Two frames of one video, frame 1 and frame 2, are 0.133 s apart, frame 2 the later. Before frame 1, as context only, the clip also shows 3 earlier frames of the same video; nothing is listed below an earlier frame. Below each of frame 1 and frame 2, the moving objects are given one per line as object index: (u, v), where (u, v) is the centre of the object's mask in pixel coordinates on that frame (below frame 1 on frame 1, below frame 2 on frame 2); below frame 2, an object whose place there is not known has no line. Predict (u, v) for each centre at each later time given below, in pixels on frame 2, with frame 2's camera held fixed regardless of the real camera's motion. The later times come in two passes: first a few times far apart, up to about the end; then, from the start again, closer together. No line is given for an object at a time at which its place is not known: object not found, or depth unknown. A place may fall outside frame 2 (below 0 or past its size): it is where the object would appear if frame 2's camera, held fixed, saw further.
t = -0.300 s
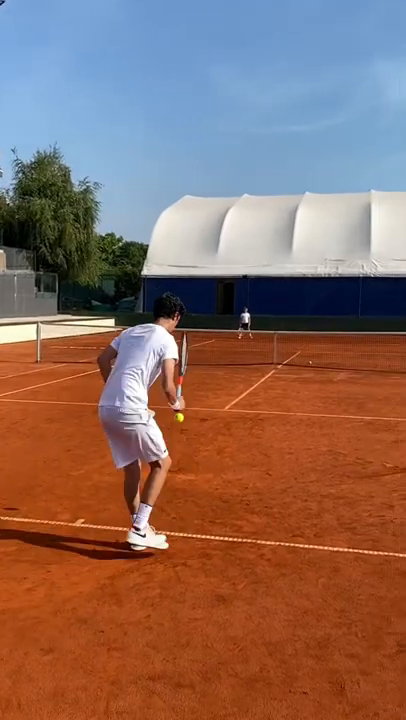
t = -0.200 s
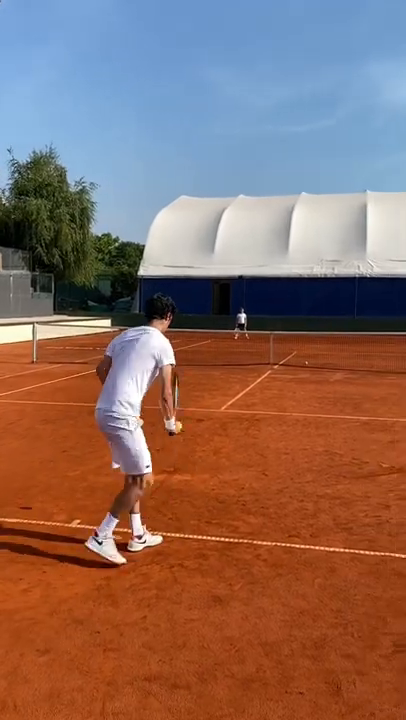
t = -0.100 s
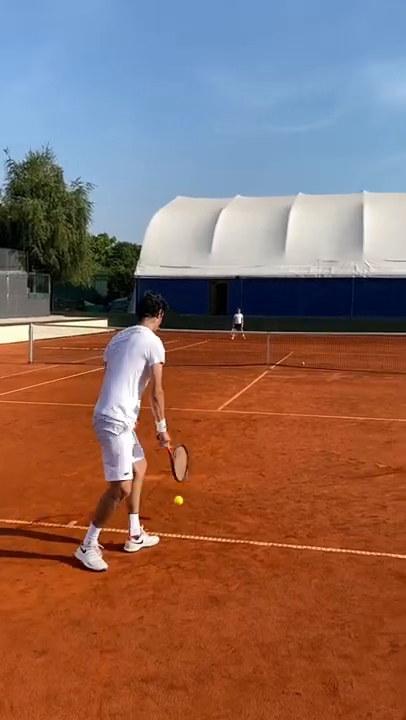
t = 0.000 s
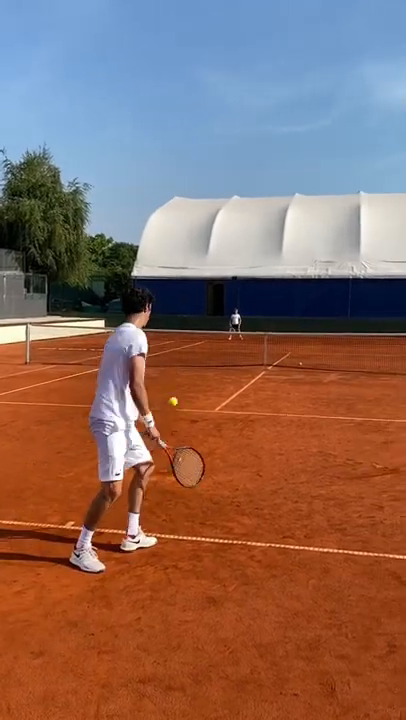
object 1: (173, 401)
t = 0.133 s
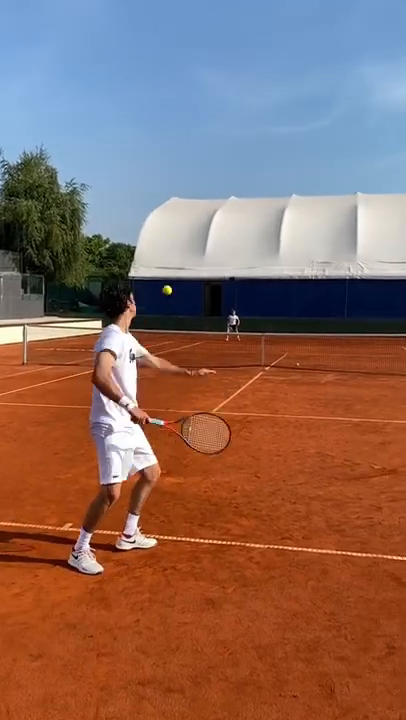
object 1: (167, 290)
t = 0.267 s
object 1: (164, 197)
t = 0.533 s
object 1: (155, 79)
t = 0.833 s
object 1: (145, 63)
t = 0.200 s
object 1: (165, 241)
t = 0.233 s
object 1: (164, 219)
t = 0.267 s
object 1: (164, 197)
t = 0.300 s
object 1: (163, 178)
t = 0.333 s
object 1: (162, 159)
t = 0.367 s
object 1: (161, 142)
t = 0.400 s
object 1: (160, 127)
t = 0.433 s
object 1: (158, 112)
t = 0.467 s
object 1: (157, 100)
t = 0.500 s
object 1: (156, 89)
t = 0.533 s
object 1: (155, 79)
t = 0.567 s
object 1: (154, 71)
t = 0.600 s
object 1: (153, 65)
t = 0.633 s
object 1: (152, 60)
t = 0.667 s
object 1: (151, 56)
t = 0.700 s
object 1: (150, 54)
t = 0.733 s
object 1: (149, 54)
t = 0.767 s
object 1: (147, 55)
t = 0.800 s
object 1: (146, 58)
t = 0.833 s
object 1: (145, 63)
